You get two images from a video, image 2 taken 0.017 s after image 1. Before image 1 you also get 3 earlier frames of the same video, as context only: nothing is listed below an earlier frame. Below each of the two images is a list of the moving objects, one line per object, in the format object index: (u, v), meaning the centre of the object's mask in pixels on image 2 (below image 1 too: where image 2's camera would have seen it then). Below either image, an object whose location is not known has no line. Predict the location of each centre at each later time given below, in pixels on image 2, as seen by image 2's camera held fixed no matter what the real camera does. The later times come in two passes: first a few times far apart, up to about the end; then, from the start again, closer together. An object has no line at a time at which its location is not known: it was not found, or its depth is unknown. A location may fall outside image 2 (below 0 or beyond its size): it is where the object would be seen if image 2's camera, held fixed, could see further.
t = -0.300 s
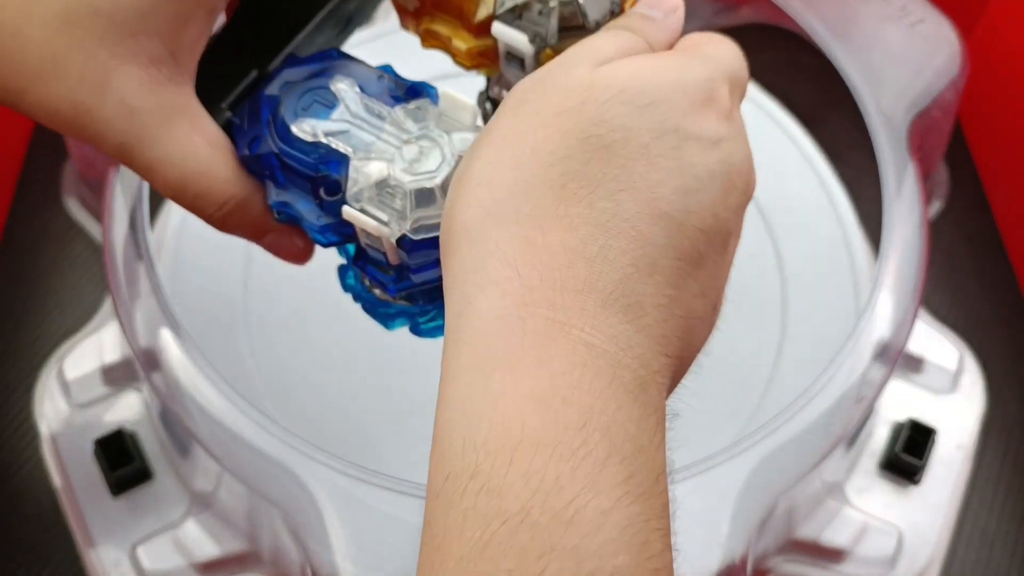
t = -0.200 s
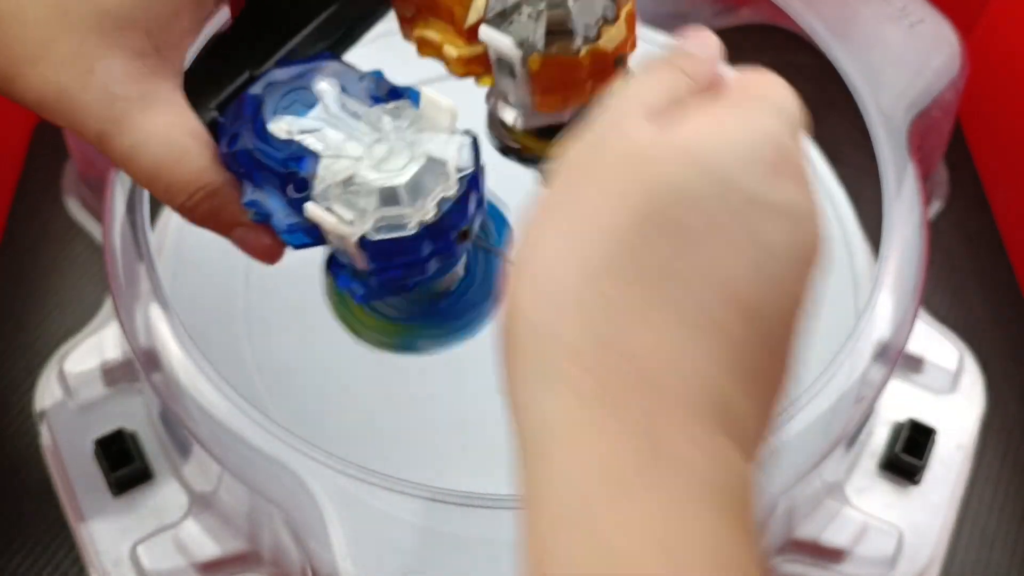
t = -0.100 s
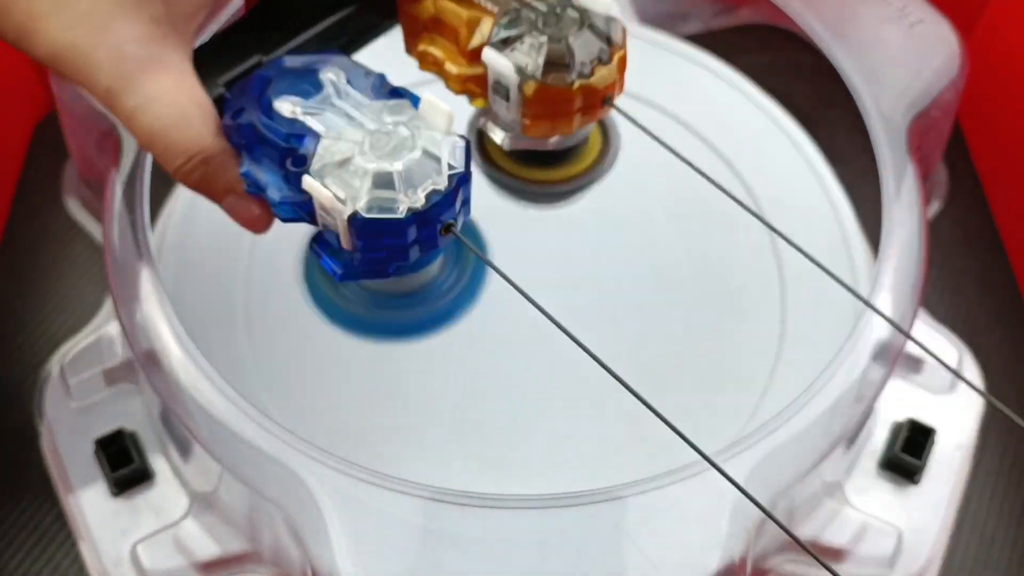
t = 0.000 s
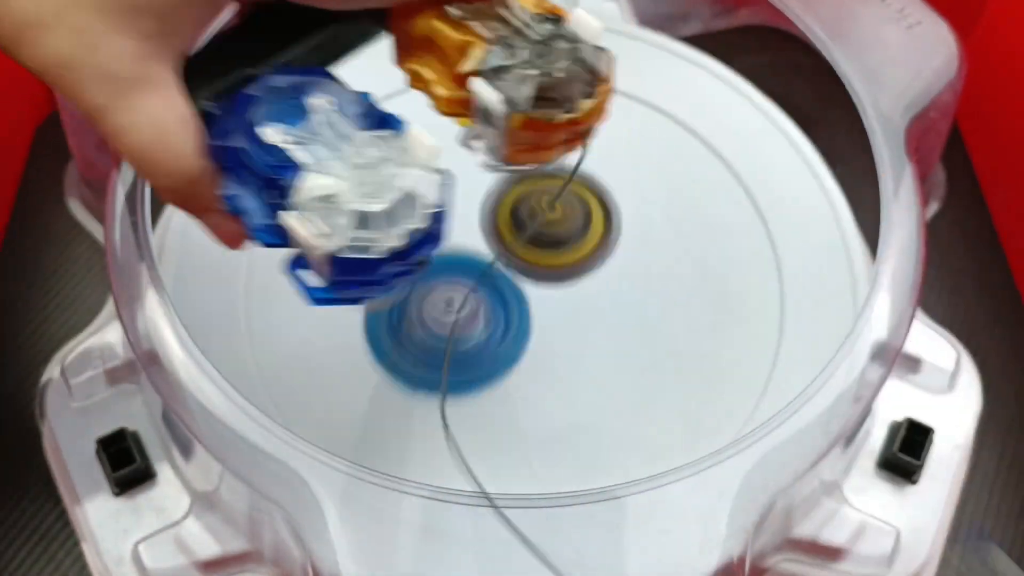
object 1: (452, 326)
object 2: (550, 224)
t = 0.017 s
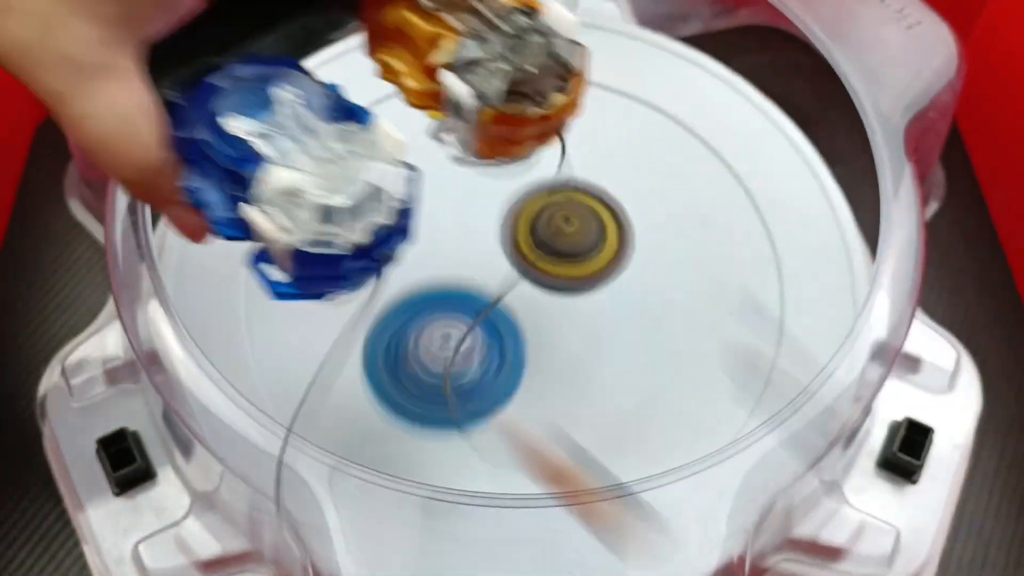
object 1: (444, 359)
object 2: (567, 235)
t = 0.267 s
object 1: (433, 325)
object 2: (643, 124)
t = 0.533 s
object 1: (554, 233)
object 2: (411, 140)
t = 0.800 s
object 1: (642, 390)
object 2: (319, 395)
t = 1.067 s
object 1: (527, 387)
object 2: (442, 474)
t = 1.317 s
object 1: (534, 202)
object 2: (583, 364)
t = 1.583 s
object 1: (665, 55)
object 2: (654, 314)
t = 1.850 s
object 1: (794, 224)
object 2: (442, 221)
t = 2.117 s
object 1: (597, 413)
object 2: (287, 341)
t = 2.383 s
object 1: (359, 162)
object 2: (557, 470)
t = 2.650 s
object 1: (603, 41)
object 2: (678, 176)
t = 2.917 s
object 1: (794, 308)
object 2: (264, 321)
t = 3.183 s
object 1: (500, 416)
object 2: (276, 422)
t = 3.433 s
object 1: (586, 256)
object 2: (429, 191)
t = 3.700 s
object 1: (641, 313)
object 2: (498, 100)
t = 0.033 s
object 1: (440, 395)
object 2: (582, 251)
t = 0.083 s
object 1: (437, 412)
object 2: (614, 212)
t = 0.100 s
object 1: (436, 403)
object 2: (623, 197)
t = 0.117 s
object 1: (436, 396)
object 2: (632, 184)
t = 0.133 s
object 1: (435, 392)
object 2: (639, 175)
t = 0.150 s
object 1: (435, 392)
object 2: (646, 170)
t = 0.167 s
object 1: (435, 384)
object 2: (652, 169)
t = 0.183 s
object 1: (434, 377)
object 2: (654, 164)
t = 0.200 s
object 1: (434, 367)
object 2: (654, 153)
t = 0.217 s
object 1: (434, 356)
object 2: (654, 145)
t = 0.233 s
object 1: (433, 347)
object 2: (652, 136)
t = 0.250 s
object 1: (433, 336)
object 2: (648, 130)
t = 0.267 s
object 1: (433, 325)
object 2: (643, 124)
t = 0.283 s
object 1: (435, 314)
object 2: (636, 118)
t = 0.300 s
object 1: (437, 304)
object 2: (628, 114)
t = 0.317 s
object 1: (440, 294)
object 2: (619, 111)
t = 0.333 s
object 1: (444, 284)
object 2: (608, 108)
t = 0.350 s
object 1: (450, 276)
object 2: (597, 106)
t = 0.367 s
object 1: (457, 267)
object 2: (583, 105)
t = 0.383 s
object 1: (464, 259)
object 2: (569, 104)
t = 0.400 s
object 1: (472, 253)
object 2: (554, 105)
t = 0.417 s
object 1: (481, 248)
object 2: (538, 105)
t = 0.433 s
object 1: (490, 242)
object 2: (521, 107)
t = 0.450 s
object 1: (500, 238)
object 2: (504, 110)
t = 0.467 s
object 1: (510, 235)
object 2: (487, 113)
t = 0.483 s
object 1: (521, 234)
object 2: (468, 119)
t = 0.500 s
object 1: (531, 232)
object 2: (449, 124)
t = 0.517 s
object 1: (543, 232)
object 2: (430, 132)
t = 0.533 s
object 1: (554, 233)
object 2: (411, 140)
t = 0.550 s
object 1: (566, 235)
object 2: (393, 149)
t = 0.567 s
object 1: (577, 238)
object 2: (376, 159)
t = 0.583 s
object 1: (589, 242)
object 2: (360, 170)
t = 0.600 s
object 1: (600, 248)
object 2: (345, 182)
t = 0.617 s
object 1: (612, 255)
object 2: (330, 196)
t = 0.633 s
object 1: (623, 264)
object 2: (317, 211)
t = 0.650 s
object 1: (633, 273)
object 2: (305, 228)
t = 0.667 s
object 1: (641, 283)
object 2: (296, 244)
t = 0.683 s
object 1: (648, 295)
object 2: (289, 264)
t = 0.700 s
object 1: (654, 307)
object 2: (283, 283)
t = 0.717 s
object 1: (657, 321)
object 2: (281, 304)
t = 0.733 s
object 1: (659, 335)
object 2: (281, 325)
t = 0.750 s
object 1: (659, 348)
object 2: (285, 344)
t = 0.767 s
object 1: (656, 362)
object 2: (293, 362)
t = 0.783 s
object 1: (650, 376)
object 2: (305, 379)
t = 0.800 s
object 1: (642, 390)
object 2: (319, 395)
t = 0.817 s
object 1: (631, 404)
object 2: (327, 418)
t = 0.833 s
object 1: (617, 414)
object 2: (347, 435)
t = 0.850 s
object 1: (602, 423)
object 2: (372, 448)
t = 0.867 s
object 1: (584, 430)
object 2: (396, 460)
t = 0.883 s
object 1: (567, 434)
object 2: (419, 468)
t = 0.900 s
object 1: (570, 434)
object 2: (414, 477)
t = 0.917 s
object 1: (573, 433)
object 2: (409, 482)
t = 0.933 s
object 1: (573, 432)
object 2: (405, 495)
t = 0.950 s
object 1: (573, 430)
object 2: (405, 494)
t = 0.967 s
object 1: (570, 428)
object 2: (406, 495)
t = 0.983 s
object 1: (565, 424)
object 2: (408, 495)
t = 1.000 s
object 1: (559, 420)
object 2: (411, 495)
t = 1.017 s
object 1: (551, 413)
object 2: (420, 484)
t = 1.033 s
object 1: (543, 406)
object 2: (423, 486)
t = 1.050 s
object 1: (535, 397)
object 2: (433, 479)
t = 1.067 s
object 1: (527, 387)
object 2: (442, 474)
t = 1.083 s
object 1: (517, 370)
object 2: (446, 483)
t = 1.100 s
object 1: (511, 351)
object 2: (451, 485)
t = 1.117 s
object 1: (506, 334)
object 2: (457, 488)
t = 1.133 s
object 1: (500, 317)
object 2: (464, 486)
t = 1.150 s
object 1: (497, 301)
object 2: (473, 484)
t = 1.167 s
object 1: (495, 287)
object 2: (482, 476)
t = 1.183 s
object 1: (494, 274)
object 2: (492, 469)
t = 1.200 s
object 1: (495, 262)
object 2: (503, 449)
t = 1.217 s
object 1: (497, 250)
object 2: (514, 445)
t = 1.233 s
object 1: (500, 240)
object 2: (525, 437)
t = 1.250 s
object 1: (504, 231)
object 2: (537, 427)
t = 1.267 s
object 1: (509, 223)
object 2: (549, 411)
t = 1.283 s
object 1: (517, 215)
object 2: (561, 396)
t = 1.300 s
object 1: (525, 208)
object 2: (572, 380)
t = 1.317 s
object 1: (534, 202)
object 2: (583, 364)
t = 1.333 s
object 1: (545, 197)
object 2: (594, 347)
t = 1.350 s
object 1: (557, 193)
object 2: (604, 329)
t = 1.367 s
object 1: (569, 190)
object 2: (611, 311)
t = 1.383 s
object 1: (582, 187)
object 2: (617, 292)
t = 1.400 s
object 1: (592, 169)
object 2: (628, 295)
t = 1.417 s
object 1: (600, 147)
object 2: (638, 302)
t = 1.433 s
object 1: (609, 127)
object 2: (646, 308)
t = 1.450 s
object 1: (617, 109)
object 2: (653, 314)
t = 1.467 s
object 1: (625, 93)
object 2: (658, 317)
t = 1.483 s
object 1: (633, 79)
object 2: (662, 321)
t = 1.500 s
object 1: (639, 68)
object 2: (664, 321)
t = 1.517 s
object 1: (644, 61)
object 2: (665, 322)
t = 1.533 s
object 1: (649, 58)
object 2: (664, 322)
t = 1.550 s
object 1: (654, 55)
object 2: (662, 321)
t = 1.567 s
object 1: (659, 53)
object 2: (659, 318)
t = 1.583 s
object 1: (665, 55)
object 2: (654, 314)
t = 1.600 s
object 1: (672, 59)
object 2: (648, 308)
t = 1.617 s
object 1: (678, 65)
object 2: (641, 302)
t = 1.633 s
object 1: (686, 70)
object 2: (634, 295)
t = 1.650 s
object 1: (694, 78)
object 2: (624, 286)
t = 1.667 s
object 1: (702, 85)
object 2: (614, 277)
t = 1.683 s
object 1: (710, 94)
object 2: (602, 268)
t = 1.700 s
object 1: (719, 104)
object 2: (589, 259)
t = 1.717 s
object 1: (728, 115)
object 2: (575, 252)
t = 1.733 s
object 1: (737, 126)
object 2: (560, 245)
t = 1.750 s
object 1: (747, 139)
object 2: (544, 238)
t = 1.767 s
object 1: (755, 153)
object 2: (528, 233)
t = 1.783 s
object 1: (764, 166)
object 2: (511, 229)
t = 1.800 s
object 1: (773, 180)
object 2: (495, 226)
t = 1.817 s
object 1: (780, 195)
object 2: (477, 223)
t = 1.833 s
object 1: (787, 209)
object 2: (460, 222)
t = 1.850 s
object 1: (794, 224)
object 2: (442, 221)
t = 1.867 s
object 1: (798, 239)
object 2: (425, 222)
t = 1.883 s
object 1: (801, 254)
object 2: (409, 224)
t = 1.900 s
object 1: (801, 269)
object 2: (393, 226)
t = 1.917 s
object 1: (799, 283)
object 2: (379, 229)
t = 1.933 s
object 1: (794, 297)
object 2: (365, 234)
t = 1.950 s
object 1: (788, 311)
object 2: (352, 239)
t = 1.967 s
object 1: (779, 325)
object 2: (339, 246)
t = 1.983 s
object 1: (768, 339)
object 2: (328, 253)
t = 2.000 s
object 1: (753, 353)
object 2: (317, 261)
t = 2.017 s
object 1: (734, 368)
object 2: (309, 270)
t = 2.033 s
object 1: (719, 379)
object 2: (301, 280)
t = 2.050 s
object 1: (698, 389)
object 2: (295, 291)
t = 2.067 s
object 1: (674, 399)
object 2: (291, 302)
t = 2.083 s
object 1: (652, 406)
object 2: (288, 315)
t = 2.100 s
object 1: (624, 411)
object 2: (287, 328)
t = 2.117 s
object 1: (597, 413)
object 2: (287, 341)
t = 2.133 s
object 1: (570, 411)
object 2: (290, 355)
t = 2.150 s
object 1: (540, 405)
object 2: (296, 366)
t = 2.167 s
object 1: (516, 397)
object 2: (304, 379)
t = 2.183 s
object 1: (488, 387)
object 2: (314, 390)
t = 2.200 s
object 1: (466, 373)
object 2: (327, 400)
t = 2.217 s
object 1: (446, 358)
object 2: (340, 411)
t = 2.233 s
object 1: (427, 340)
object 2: (348, 431)
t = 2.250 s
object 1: (407, 326)
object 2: (367, 443)
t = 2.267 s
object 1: (391, 308)
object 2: (387, 451)
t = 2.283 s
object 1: (380, 288)
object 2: (407, 459)
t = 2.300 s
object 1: (369, 268)
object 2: (429, 467)
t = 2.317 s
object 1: (363, 246)
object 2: (453, 472)
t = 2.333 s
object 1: (357, 226)
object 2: (479, 475)
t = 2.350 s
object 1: (356, 204)
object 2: (505, 477)
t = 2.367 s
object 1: (356, 184)
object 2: (531, 475)
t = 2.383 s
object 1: (359, 162)
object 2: (557, 470)
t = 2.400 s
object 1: (364, 143)
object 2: (583, 462)
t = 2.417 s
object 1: (371, 122)
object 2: (603, 443)
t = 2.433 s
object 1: (379, 104)
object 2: (626, 434)
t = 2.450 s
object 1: (389, 85)
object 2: (650, 422)
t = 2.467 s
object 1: (402, 69)
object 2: (668, 410)
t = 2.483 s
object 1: (416, 56)
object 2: (685, 392)
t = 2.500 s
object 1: (432, 47)
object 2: (698, 372)
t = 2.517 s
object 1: (447, 39)
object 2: (707, 351)
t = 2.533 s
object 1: (464, 33)
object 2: (712, 329)
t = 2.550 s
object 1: (482, 34)
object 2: (715, 306)
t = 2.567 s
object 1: (503, 34)
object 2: (715, 283)
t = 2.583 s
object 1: (522, 35)
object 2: (712, 261)
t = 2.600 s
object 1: (543, 36)
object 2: (707, 238)
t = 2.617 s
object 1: (562, 37)
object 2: (699, 217)
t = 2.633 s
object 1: (584, 38)
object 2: (689, 196)
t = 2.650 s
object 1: (603, 41)
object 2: (678, 176)
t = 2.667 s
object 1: (624, 45)
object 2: (663, 158)
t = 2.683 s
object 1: (644, 50)
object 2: (647, 147)
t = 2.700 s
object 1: (665, 48)
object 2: (622, 158)
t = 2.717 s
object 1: (688, 64)
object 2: (596, 173)
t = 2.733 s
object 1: (707, 80)
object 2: (568, 188)
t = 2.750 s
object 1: (727, 97)
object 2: (540, 202)
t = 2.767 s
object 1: (743, 114)
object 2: (511, 214)
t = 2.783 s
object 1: (760, 134)
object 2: (482, 226)
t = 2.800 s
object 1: (772, 154)
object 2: (451, 238)
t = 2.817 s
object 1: (784, 176)
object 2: (421, 248)
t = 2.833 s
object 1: (792, 198)
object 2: (393, 260)
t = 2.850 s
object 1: (800, 220)
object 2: (366, 271)
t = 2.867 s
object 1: (803, 244)
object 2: (337, 283)
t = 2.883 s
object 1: (804, 266)
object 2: (310, 296)
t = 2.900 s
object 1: (800, 288)
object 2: (288, 308)
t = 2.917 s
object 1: (794, 308)
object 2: (264, 321)
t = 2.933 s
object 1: (784, 328)
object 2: (256, 327)
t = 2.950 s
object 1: (772, 347)
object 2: (254, 333)
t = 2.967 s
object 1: (757, 365)
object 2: (254, 342)
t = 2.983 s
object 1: (740, 382)
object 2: (254, 352)
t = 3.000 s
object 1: (716, 399)
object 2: (255, 359)
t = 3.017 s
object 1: (694, 413)
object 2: (244, 381)
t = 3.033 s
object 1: (672, 448)
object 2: (247, 390)
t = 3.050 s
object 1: (644, 462)
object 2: (255, 400)
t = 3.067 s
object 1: (604, 469)
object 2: (266, 410)
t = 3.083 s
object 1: (571, 470)
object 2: (278, 417)
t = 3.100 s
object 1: (535, 468)
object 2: (289, 424)
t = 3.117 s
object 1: (499, 464)
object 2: (306, 433)
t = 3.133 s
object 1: (470, 441)
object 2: (321, 431)
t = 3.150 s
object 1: (472, 435)
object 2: (296, 436)
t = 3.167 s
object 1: (487, 426)
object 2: (266, 451)
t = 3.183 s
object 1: (500, 416)
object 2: (276, 422)
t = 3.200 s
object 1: (510, 399)
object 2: (281, 405)
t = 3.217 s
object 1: (520, 384)
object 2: (295, 382)
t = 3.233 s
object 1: (526, 368)
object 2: (298, 373)
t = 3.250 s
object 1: (533, 353)
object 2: (306, 361)
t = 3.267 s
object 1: (537, 337)
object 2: (318, 345)
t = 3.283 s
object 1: (540, 323)
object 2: (333, 328)
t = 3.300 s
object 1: (542, 310)
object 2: (349, 311)
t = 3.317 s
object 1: (543, 297)
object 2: (364, 296)
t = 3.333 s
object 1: (543, 287)
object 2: (380, 281)
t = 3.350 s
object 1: (545, 278)
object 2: (397, 266)
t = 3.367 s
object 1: (546, 270)
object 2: (414, 252)
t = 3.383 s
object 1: (556, 266)
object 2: (417, 236)
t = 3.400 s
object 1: (567, 261)
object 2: (421, 220)
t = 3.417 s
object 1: (576, 258)
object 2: (425, 206)
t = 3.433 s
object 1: (586, 256)
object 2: (429, 191)
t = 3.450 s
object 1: (595, 254)
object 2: (433, 178)
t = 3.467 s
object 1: (603, 254)
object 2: (438, 164)
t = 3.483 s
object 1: (610, 254)
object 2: (442, 153)
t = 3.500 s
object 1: (617, 255)
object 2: (446, 145)
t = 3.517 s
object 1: (623, 258)
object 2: (451, 133)
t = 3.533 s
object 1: (629, 260)
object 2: (455, 126)
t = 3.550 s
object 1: (634, 265)
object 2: (460, 119)
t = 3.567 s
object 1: (639, 269)
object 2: (464, 112)
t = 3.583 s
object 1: (643, 274)
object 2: (468, 106)
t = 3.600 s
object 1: (645, 280)
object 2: (473, 102)
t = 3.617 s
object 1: (647, 285)
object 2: (477, 99)
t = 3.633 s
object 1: (648, 290)
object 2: (481, 97)
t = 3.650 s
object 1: (647, 296)
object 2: (486, 95)
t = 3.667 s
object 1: (646, 302)
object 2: (490, 97)
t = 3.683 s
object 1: (644, 308)
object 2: (494, 97)
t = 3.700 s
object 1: (641, 313)
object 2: (498, 100)
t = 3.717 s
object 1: (637, 318)
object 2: (501, 105)
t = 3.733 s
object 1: (631, 323)
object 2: (504, 110)
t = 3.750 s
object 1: (625, 328)
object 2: (507, 115)
